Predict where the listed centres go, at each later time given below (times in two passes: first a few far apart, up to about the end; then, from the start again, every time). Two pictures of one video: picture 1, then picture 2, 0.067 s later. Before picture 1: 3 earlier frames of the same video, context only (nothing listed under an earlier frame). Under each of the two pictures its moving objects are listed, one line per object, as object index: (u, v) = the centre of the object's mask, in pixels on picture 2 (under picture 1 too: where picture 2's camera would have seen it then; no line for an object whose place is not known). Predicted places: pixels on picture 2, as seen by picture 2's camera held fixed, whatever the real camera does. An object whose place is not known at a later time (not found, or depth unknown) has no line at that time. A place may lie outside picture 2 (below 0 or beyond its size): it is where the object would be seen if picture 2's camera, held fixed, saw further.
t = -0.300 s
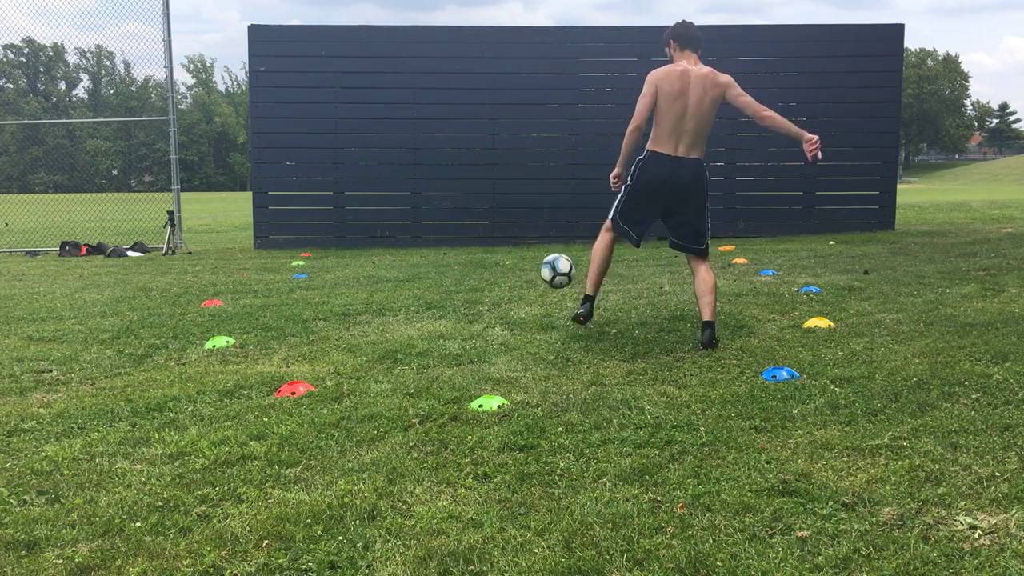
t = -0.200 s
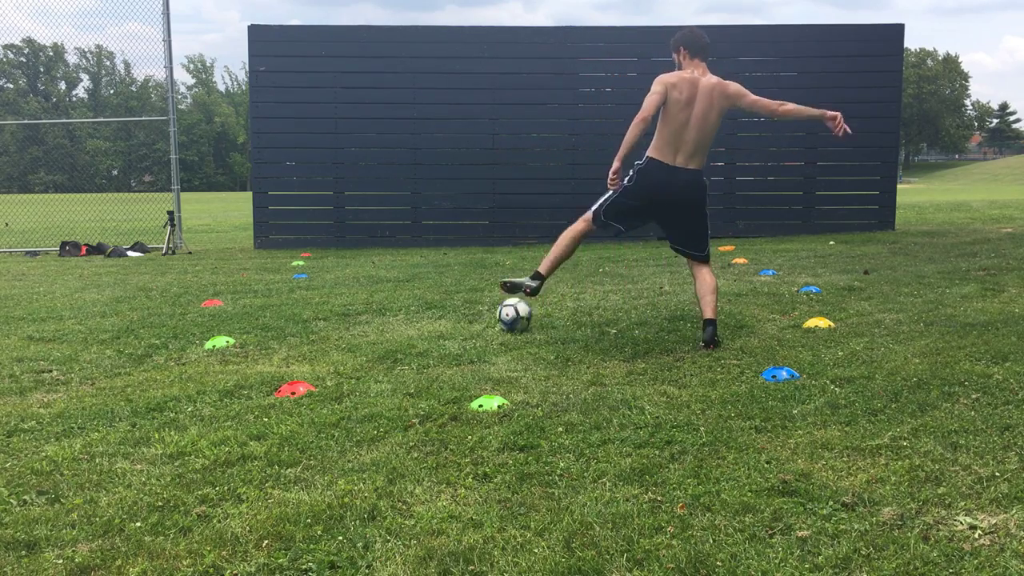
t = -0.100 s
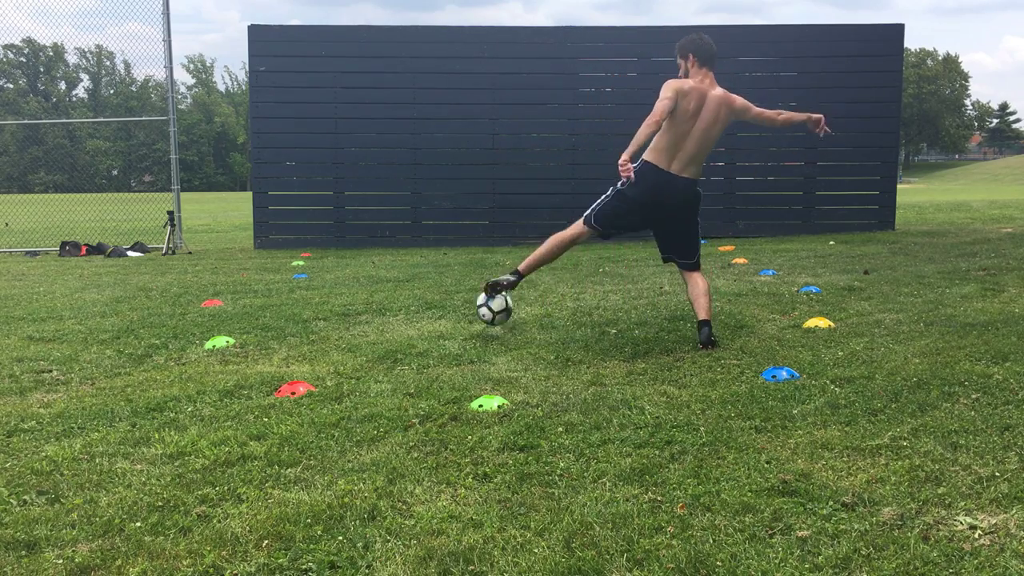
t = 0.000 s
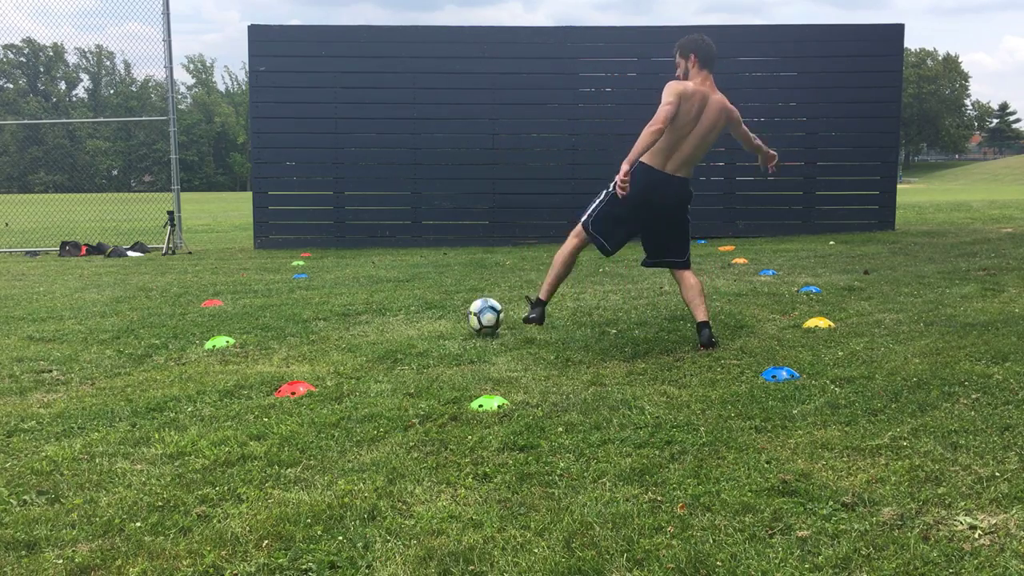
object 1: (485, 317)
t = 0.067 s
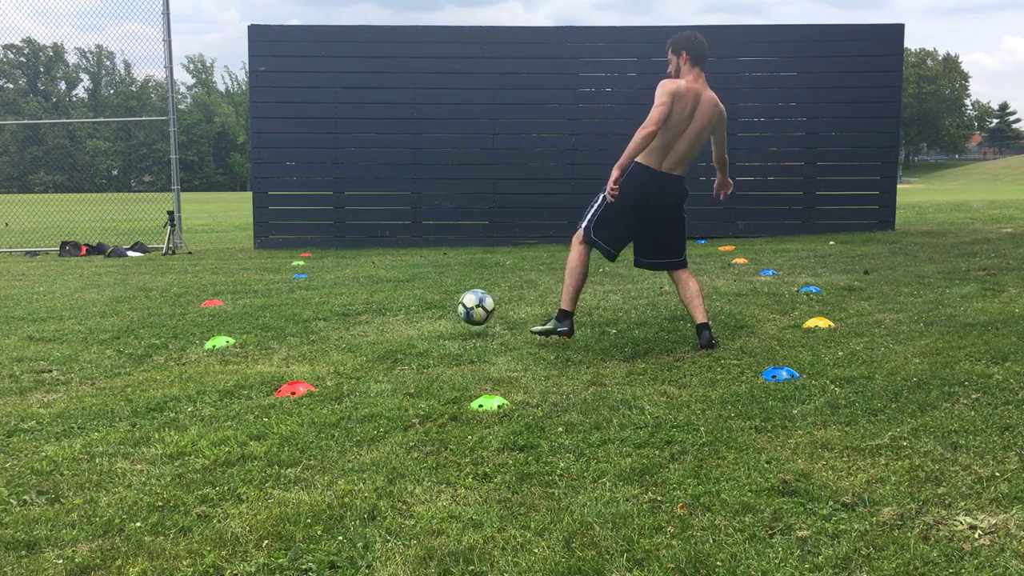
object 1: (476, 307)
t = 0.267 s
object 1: (451, 322)
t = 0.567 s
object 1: (411, 321)
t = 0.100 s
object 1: (471, 306)
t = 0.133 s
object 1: (467, 306)
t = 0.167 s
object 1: (463, 308)
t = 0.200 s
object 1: (459, 312)
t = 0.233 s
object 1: (455, 317)
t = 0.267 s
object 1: (451, 322)
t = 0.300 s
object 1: (447, 321)
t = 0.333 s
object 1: (442, 320)
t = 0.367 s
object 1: (438, 319)
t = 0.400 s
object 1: (434, 320)
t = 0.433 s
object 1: (428, 321)
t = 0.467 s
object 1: (424, 322)
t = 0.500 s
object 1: (420, 322)
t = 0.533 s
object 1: (415, 322)
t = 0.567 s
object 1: (411, 321)
